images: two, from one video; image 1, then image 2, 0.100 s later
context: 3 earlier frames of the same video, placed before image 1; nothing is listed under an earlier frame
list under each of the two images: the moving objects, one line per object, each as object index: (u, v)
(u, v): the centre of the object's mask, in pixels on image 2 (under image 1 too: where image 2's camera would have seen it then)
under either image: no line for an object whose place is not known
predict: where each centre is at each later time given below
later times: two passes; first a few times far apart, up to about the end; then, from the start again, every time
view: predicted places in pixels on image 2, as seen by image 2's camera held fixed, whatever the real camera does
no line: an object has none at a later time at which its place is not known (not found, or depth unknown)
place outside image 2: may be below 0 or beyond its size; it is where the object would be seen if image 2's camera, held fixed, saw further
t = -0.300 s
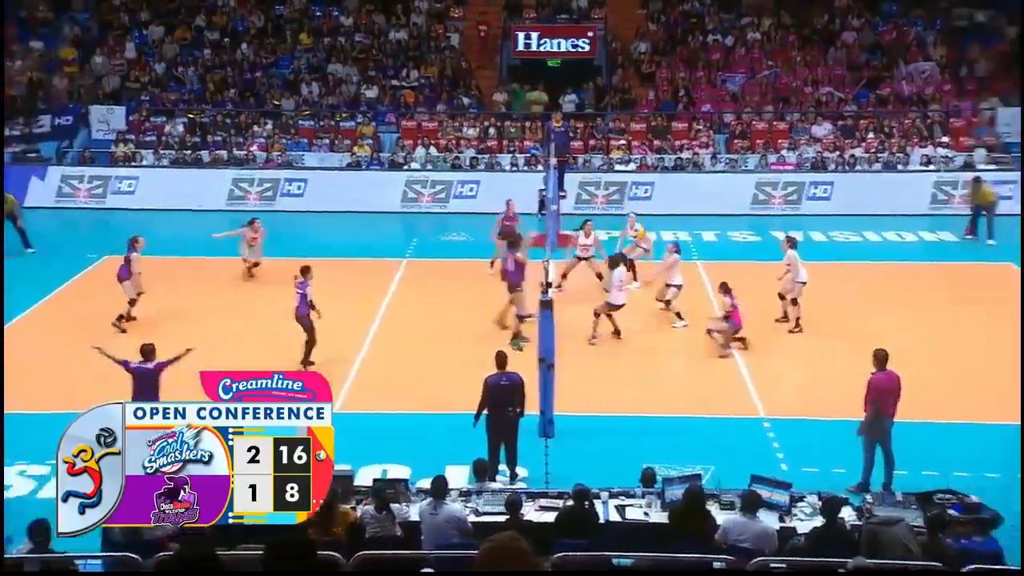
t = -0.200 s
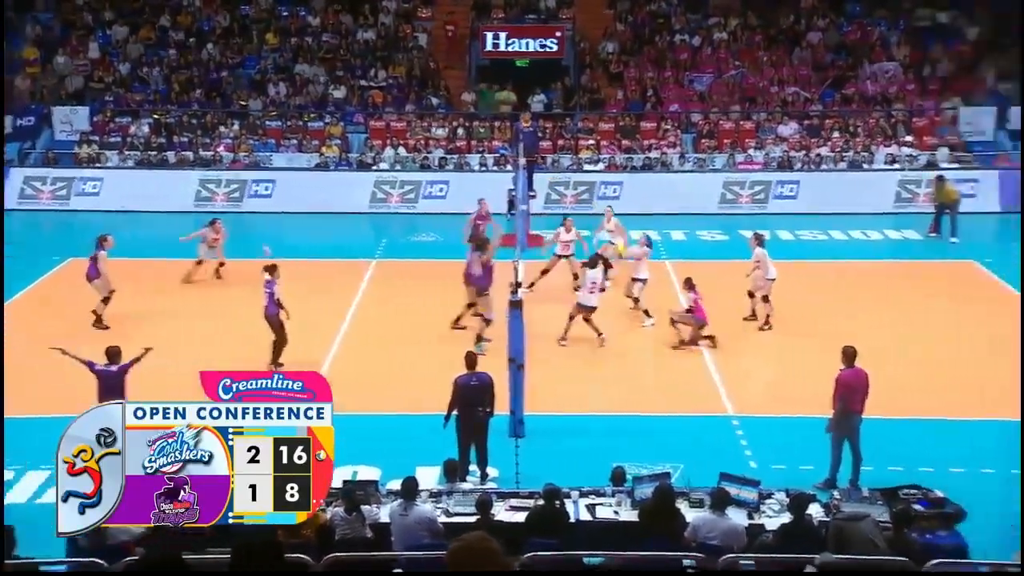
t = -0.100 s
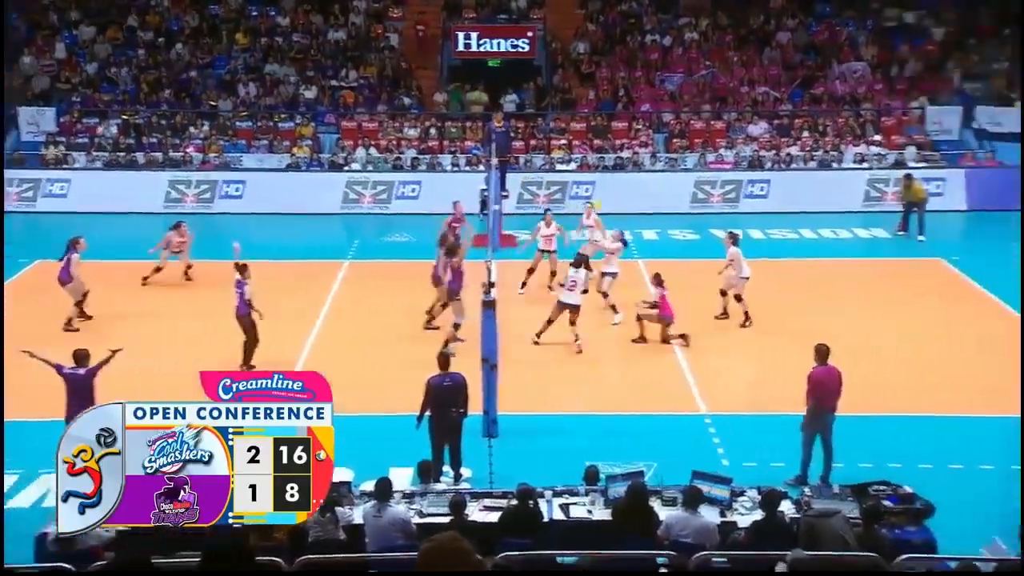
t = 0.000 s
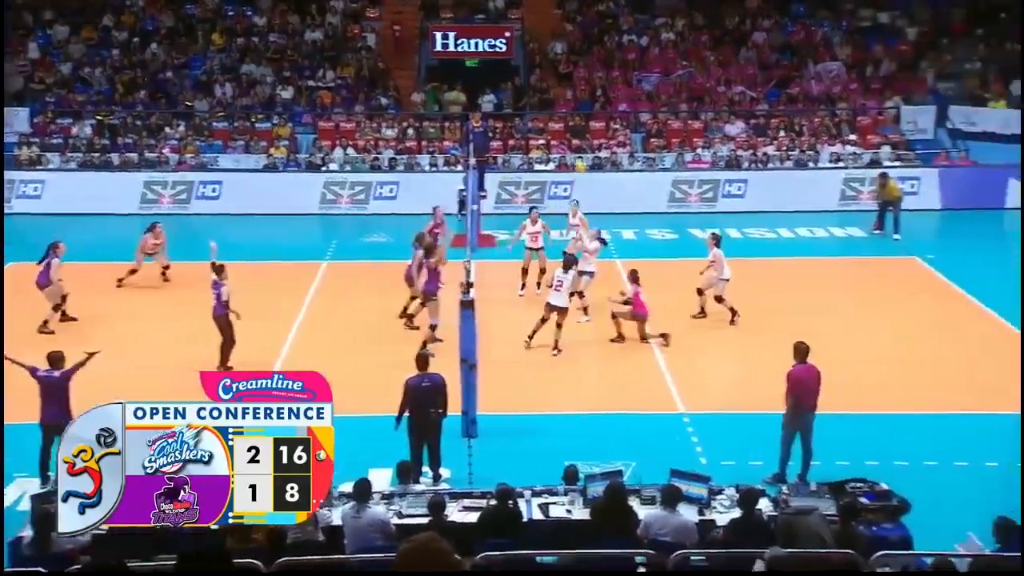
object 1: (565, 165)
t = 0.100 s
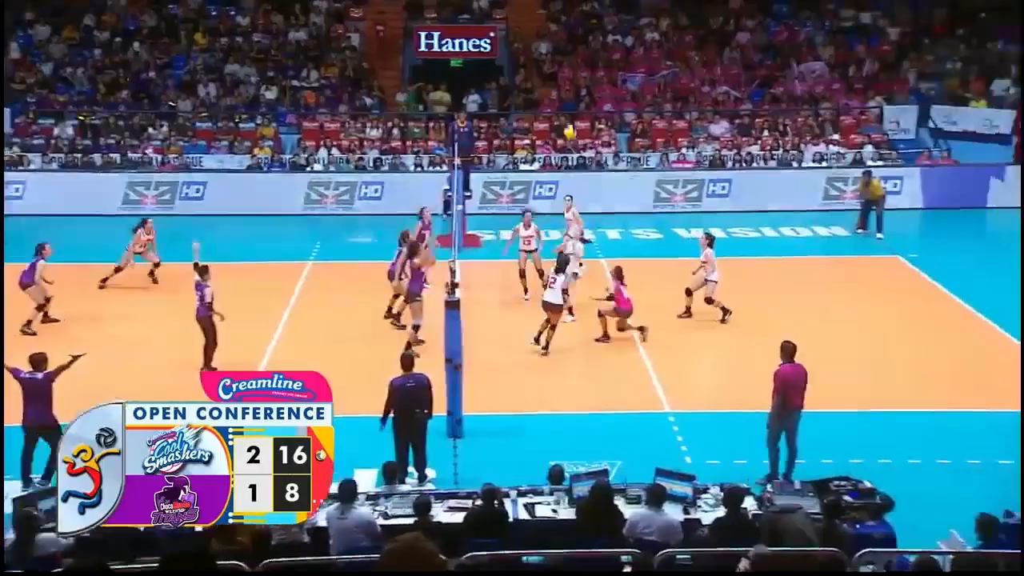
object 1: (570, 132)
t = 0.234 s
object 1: (577, 96)
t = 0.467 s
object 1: (590, 60)
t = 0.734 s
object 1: (604, 60)
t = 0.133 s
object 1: (572, 122)
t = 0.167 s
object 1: (573, 112)
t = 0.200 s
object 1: (574, 104)
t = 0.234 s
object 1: (577, 96)
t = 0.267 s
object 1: (579, 89)
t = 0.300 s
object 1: (581, 82)
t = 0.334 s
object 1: (583, 76)
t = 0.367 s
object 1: (584, 71)
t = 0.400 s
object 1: (586, 67)
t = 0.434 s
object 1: (588, 63)
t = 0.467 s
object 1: (590, 60)
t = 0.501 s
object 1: (592, 58)
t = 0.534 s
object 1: (593, 56)
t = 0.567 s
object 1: (596, 55)
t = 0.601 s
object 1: (597, 55)
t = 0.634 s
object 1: (599, 55)
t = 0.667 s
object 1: (601, 56)
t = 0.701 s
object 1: (603, 57)
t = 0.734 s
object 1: (604, 60)
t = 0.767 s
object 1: (606, 63)
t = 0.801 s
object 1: (608, 67)
